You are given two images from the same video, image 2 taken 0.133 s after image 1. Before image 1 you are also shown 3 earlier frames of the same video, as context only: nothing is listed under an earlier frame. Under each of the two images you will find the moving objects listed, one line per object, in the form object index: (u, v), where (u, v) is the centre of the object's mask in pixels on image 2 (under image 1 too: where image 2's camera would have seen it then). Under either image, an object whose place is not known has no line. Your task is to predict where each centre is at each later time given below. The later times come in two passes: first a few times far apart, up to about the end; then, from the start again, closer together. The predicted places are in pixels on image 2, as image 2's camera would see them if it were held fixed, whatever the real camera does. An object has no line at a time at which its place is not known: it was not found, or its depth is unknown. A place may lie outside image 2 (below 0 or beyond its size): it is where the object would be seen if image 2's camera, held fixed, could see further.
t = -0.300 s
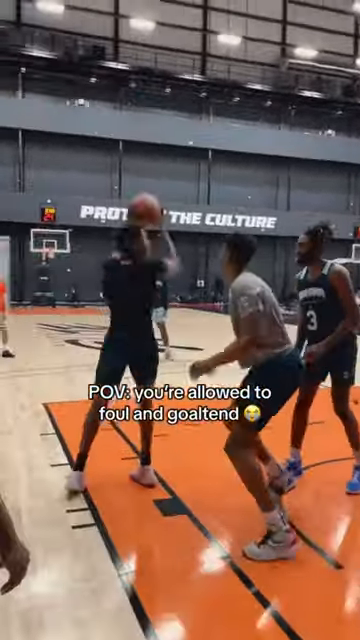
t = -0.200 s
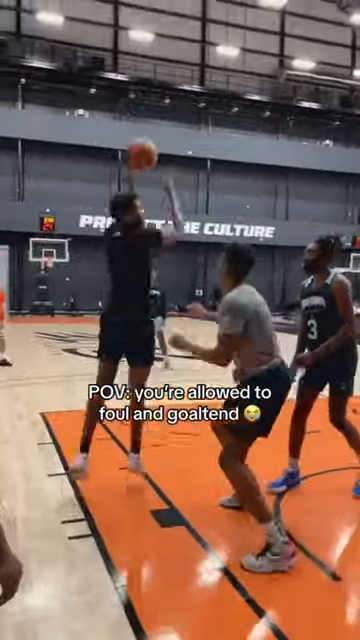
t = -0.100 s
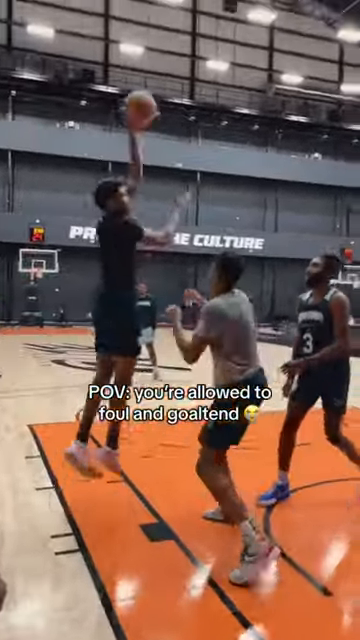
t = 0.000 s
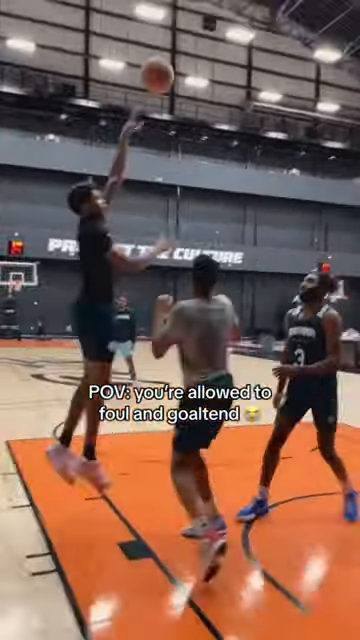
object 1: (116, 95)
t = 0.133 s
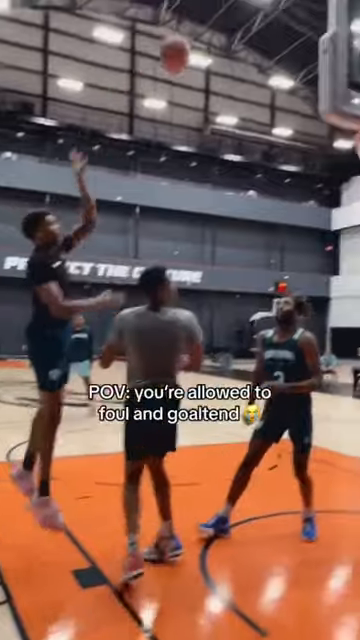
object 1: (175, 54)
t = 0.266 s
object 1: (235, 34)
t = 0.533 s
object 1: (363, 66)
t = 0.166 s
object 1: (188, 46)
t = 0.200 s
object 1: (205, 40)
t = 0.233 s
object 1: (219, 38)
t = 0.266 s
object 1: (235, 34)
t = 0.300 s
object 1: (248, 35)
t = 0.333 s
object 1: (263, 35)
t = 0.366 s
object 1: (279, 36)
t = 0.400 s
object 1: (295, 40)
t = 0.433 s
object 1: (307, 44)
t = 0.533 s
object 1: (363, 66)
